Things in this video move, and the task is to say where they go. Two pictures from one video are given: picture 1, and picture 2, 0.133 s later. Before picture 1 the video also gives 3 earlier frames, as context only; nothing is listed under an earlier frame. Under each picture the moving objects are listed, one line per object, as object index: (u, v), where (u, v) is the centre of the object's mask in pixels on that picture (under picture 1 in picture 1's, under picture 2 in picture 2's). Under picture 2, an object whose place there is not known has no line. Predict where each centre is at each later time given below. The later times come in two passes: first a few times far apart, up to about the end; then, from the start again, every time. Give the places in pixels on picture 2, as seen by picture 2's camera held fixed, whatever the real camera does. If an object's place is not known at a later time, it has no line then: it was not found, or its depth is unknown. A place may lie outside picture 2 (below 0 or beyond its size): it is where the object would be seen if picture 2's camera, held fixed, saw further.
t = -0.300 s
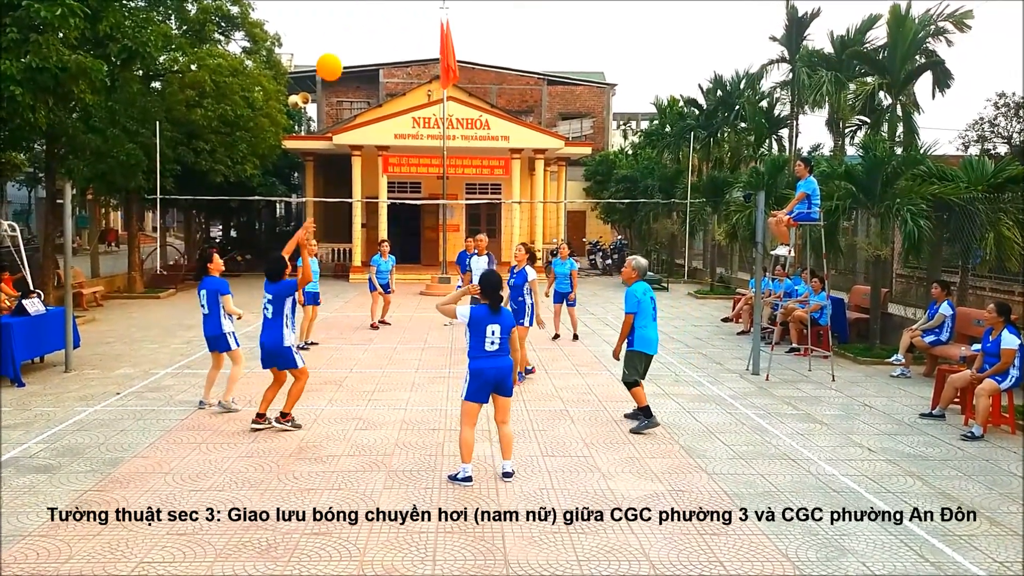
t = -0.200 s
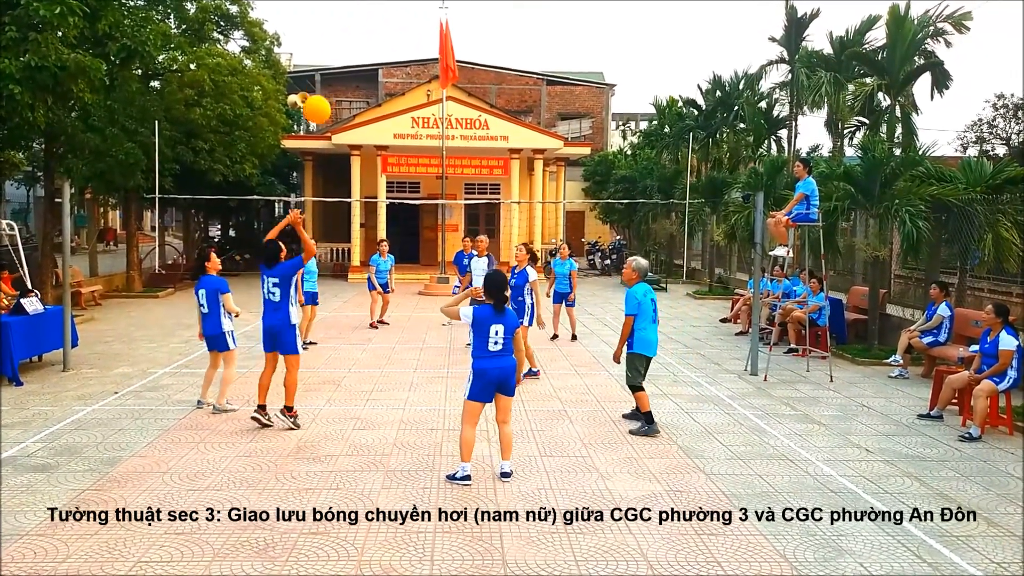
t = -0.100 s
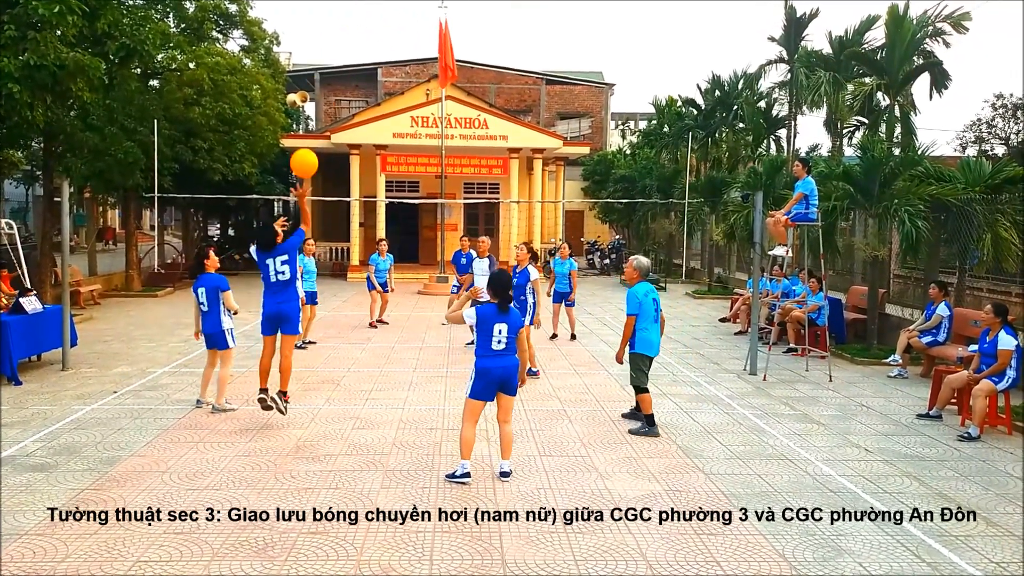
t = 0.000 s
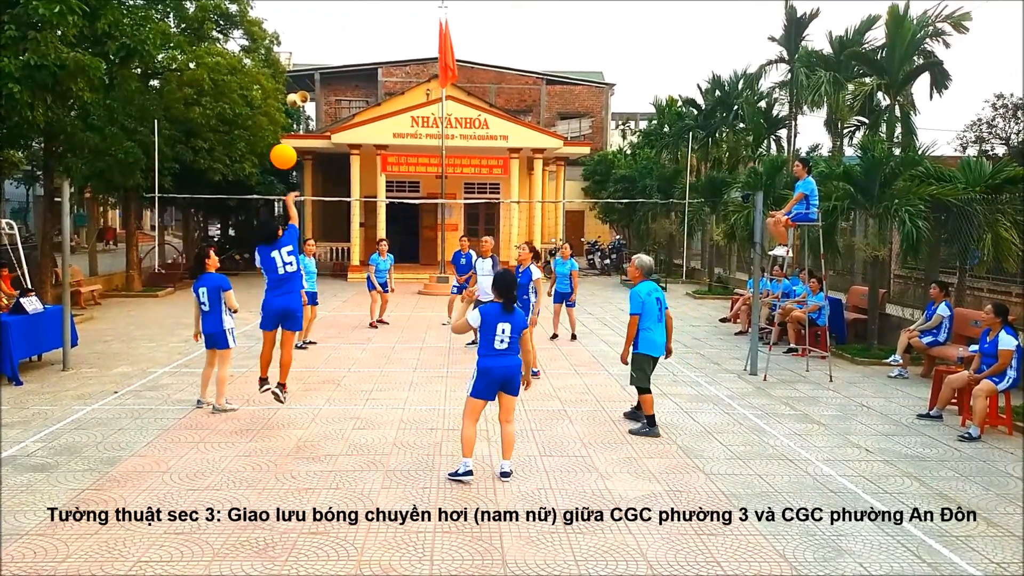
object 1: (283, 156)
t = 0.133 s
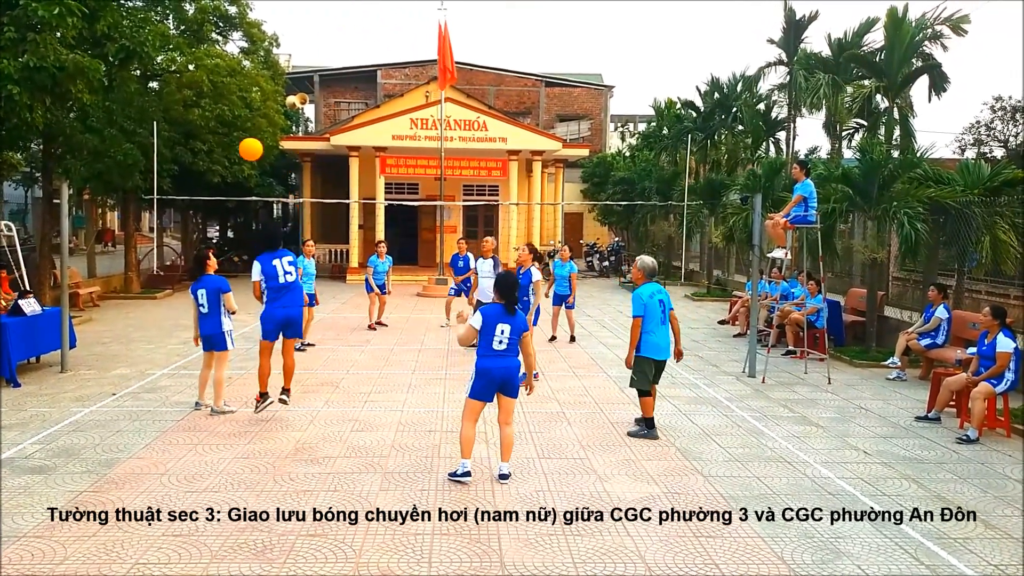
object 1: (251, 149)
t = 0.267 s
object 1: (225, 158)
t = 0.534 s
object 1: (194, 204)
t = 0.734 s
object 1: (182, 257)
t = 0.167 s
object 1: (244, 150)
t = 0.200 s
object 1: (237, 152)
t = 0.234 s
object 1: (231, 155)
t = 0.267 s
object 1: (225, 158)
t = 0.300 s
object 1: (220, 162)
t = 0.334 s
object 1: (216, 167)
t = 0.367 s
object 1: (212, 172)
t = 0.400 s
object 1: (208, 178)
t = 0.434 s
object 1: (204, 184)
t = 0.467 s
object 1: (200, 190)
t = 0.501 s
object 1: (197, 197)
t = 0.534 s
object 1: (194, 204)
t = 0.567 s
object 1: (192, 212)
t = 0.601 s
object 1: (190, 220)
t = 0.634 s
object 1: (187, 229)
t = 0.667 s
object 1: (186, 238)
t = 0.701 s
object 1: (184, 247)
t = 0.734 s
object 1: (182, 257)
